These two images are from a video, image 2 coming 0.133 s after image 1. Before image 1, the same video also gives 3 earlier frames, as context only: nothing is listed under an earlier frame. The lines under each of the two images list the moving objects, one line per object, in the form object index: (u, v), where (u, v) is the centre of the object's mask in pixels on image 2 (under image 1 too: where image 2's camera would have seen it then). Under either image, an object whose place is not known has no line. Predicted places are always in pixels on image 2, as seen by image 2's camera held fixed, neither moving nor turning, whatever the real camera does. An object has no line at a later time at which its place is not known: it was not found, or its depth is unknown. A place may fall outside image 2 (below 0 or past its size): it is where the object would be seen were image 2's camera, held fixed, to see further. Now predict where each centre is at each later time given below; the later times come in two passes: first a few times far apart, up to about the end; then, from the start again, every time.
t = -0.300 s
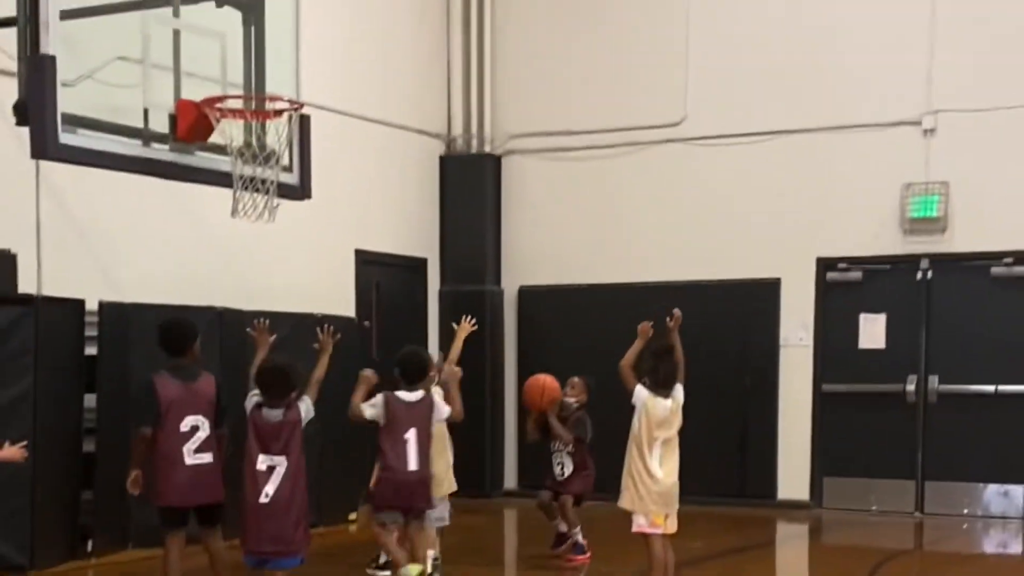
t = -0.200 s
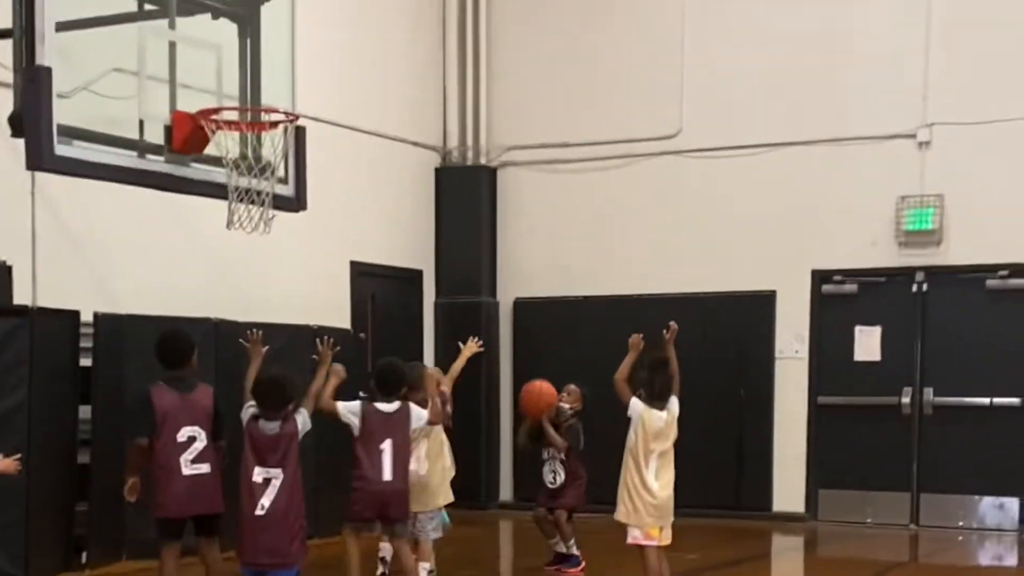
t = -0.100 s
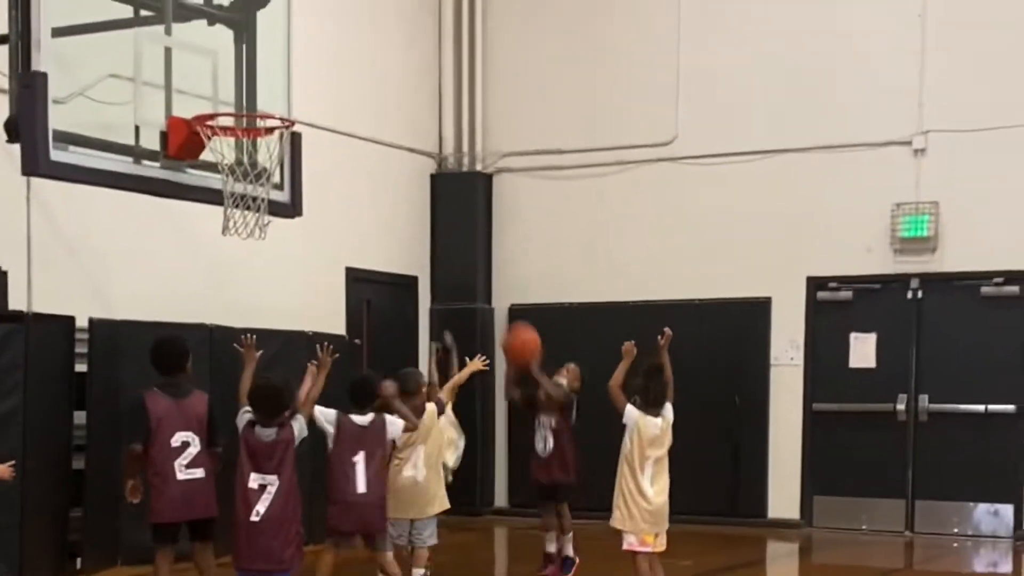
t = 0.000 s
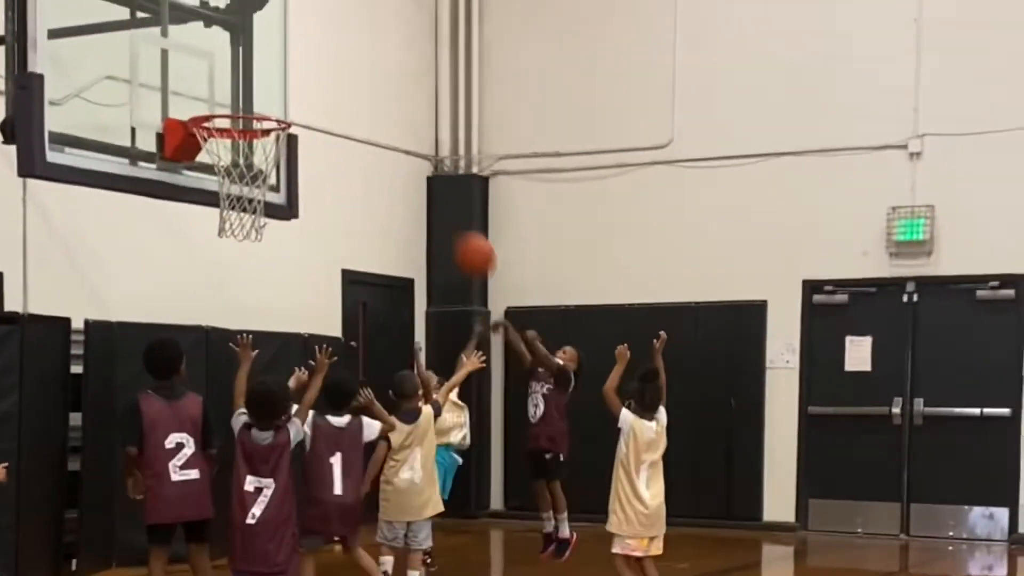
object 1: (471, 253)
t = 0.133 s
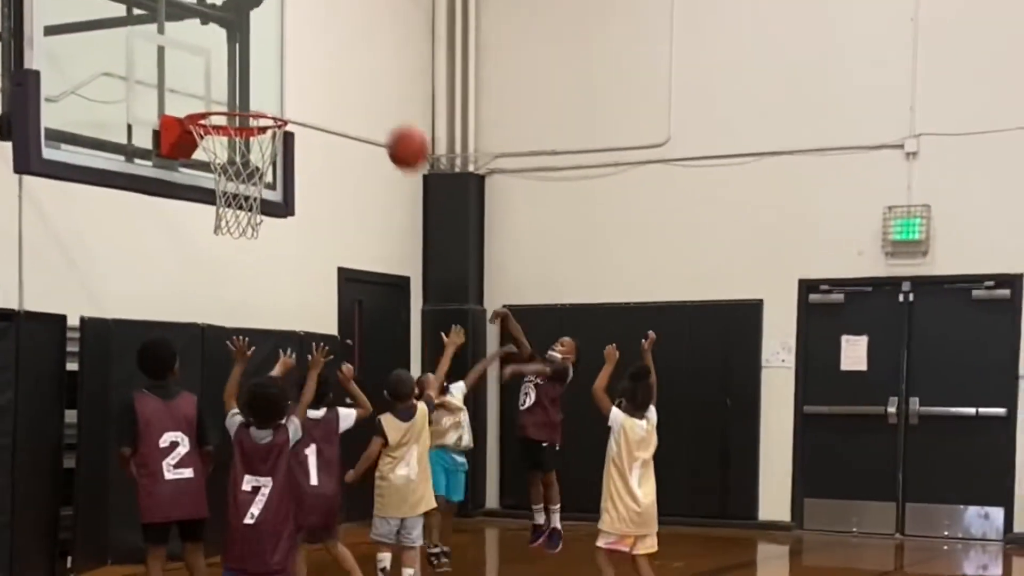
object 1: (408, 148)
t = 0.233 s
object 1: (358, 85)
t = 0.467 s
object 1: (247, 25)
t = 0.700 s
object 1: (235, 55)
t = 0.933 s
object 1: (255, 97)
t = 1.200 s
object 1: (202, 94)
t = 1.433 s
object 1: (225, 92)
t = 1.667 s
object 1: (251, 192)
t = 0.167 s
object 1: (392, 125)
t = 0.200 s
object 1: (375, 105)
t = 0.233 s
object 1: (358, 85)
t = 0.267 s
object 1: (341, 68)
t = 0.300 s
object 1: (323, 53)
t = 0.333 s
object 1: (306, 40)
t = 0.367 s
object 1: (288, 30)
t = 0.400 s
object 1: (271, 27)
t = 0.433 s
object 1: (252, 24)
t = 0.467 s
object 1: (247, 25)
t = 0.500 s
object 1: (247, 26)
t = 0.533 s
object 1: (245, 28)
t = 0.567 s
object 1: (242, 31)
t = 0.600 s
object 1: (240, 34)
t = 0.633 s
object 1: (238, 39)
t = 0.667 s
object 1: (236, 46)
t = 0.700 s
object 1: (235, 55)
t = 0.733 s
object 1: (233, 72)
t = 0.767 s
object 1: (231, 89)
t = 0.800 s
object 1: (234, 101)
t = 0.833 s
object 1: (243, 104)
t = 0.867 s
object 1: (251, 108)
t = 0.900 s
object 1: (260, 102)
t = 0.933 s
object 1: (255, 97)
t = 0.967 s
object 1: (248, 92)
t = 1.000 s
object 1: (242, 87)
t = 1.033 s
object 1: (235, 84)
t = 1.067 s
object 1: (229, 82)
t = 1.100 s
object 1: (222, 82)
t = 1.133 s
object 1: (216, 85)
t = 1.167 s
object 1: (208, 89)
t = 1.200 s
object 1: (202, 94)
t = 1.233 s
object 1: (204, 92)
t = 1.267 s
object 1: (207, 88)
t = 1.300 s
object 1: (210, 85)
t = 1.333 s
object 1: (214, 84)
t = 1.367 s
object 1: (218, 85)
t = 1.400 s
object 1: (221, 88)
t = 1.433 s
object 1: (225, 92)
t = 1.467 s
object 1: (229, 97)
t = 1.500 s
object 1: (230, 108)
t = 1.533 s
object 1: (236, 125)
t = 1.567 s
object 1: (240, 139)
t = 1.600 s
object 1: (245, 158)
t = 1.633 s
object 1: (248, 176)
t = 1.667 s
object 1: (251, 192)
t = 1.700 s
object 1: (253, 210)
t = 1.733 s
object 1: (254, 228)
